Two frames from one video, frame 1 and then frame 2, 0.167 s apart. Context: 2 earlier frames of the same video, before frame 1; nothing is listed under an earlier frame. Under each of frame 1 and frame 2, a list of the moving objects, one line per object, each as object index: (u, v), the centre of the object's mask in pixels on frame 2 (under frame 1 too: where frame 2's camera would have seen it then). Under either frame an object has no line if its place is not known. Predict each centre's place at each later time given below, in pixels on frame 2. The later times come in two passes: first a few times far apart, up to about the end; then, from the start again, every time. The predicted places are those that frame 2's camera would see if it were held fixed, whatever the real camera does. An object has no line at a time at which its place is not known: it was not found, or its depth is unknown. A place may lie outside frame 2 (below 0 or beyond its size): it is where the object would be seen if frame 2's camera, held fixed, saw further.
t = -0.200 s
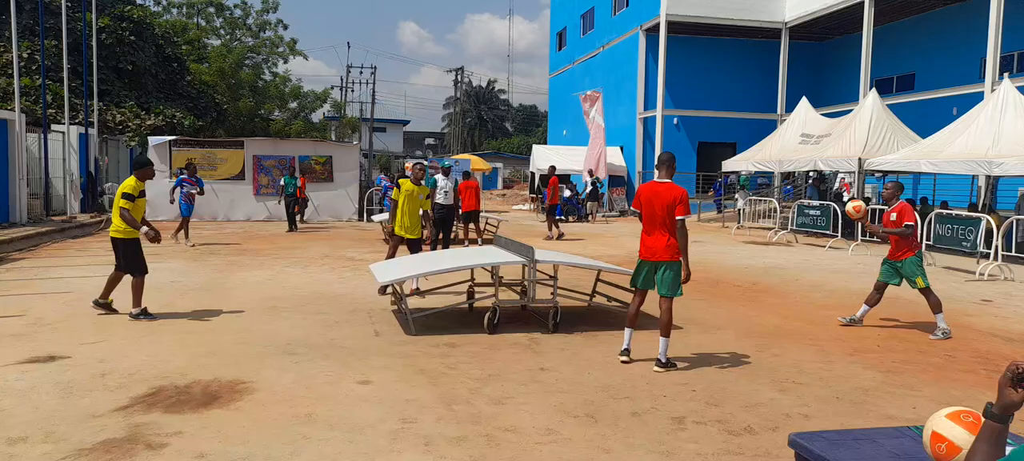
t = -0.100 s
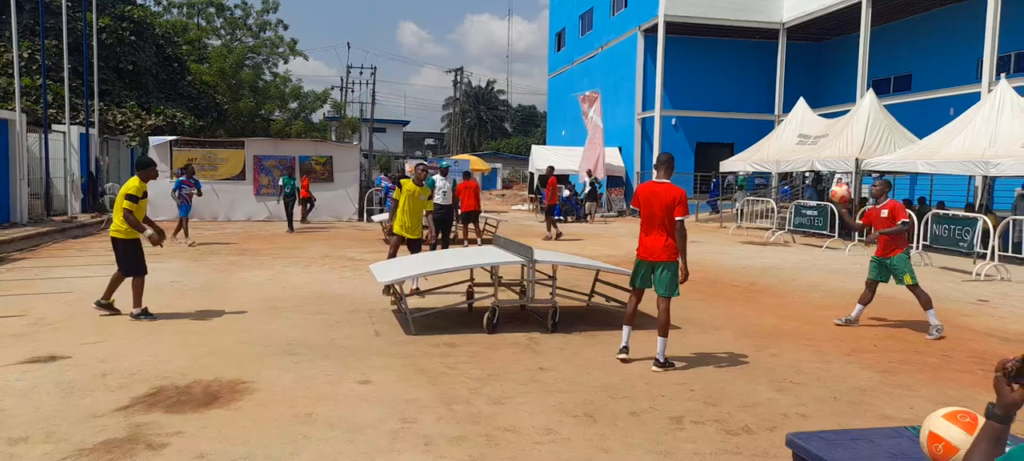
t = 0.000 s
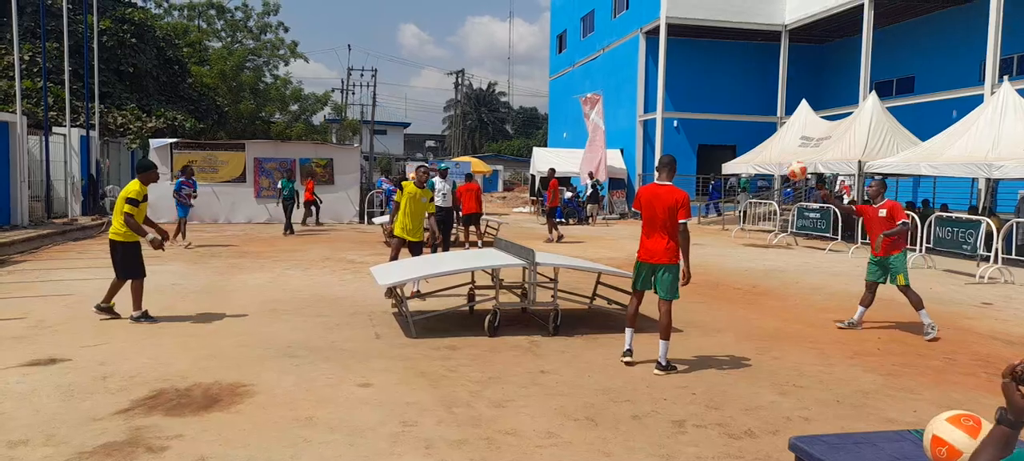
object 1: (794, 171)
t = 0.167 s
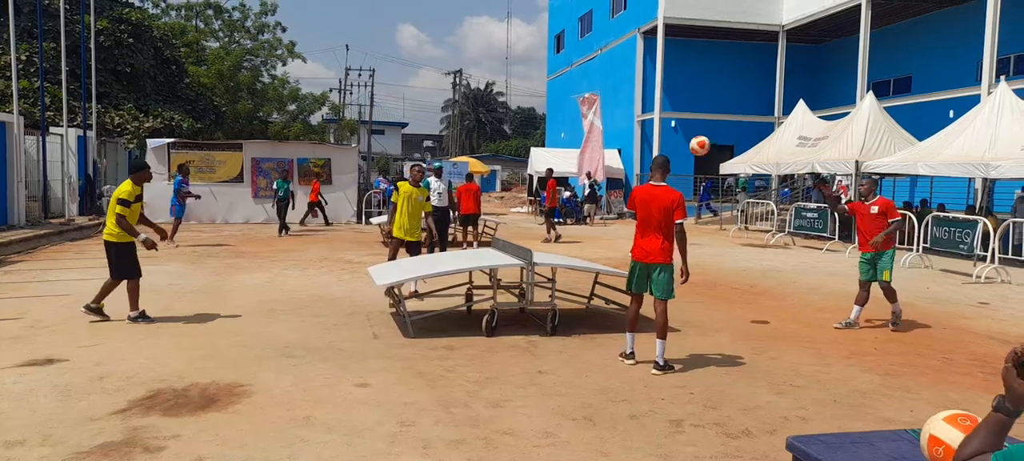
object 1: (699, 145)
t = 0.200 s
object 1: (680, 143)
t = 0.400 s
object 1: (559, 153)
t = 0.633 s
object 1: (411, 214)
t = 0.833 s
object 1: (277, 314)
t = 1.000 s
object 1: (212, 265)
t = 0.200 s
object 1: (680, 143)
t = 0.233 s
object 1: (661, 143)
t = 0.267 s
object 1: (641, 142)
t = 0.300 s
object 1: (621, 143)
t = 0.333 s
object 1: (601, 145)
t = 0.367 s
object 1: (580, 149)
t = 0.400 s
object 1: (559, 153)
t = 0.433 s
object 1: (539, 158)
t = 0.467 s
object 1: (518, 165)
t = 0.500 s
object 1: (497, 172)
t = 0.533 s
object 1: (476, 181)
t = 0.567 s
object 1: (454, 191)
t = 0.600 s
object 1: (432, 203)
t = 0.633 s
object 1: (411, 214)
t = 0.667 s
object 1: (389, 227)
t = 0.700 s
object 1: (367, 242)
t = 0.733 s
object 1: (344, 259)
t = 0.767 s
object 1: (322, 276)
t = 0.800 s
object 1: (300, 294)
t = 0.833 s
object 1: (277, 314)
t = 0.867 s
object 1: (260, 321)
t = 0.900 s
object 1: (248, 305)
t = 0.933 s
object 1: (236, 291)
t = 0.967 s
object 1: (225, 278)
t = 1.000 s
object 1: (212, 265)
